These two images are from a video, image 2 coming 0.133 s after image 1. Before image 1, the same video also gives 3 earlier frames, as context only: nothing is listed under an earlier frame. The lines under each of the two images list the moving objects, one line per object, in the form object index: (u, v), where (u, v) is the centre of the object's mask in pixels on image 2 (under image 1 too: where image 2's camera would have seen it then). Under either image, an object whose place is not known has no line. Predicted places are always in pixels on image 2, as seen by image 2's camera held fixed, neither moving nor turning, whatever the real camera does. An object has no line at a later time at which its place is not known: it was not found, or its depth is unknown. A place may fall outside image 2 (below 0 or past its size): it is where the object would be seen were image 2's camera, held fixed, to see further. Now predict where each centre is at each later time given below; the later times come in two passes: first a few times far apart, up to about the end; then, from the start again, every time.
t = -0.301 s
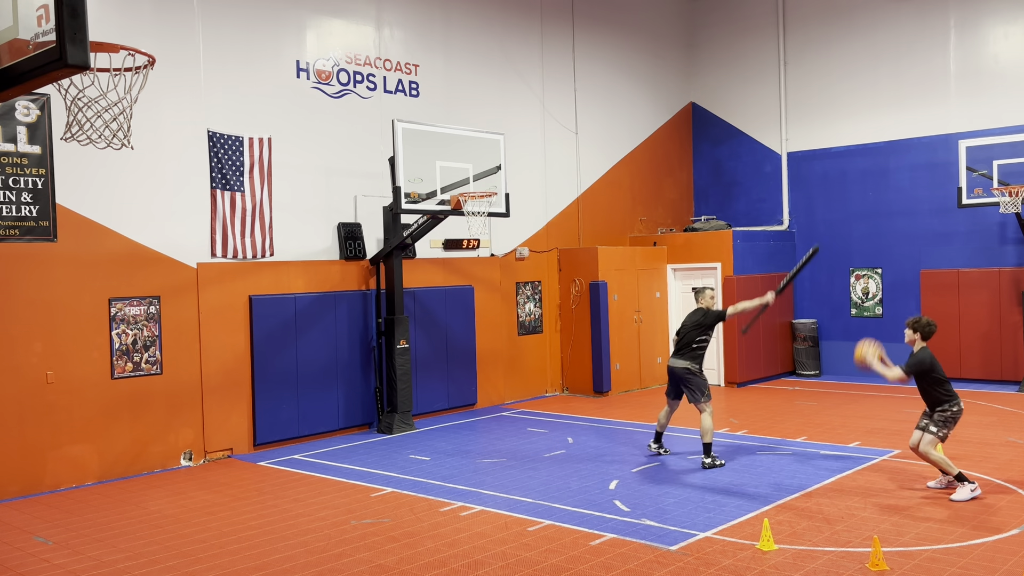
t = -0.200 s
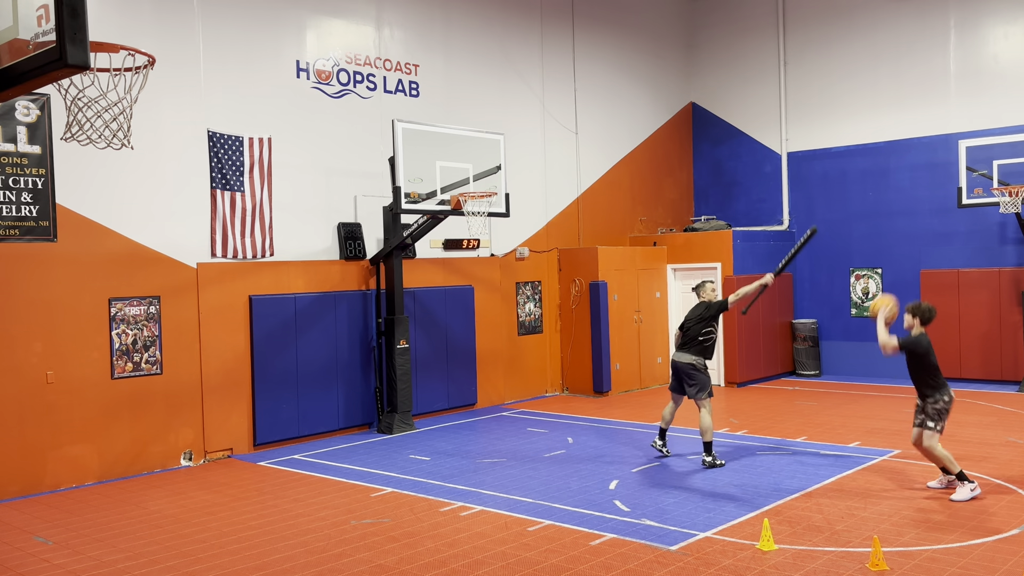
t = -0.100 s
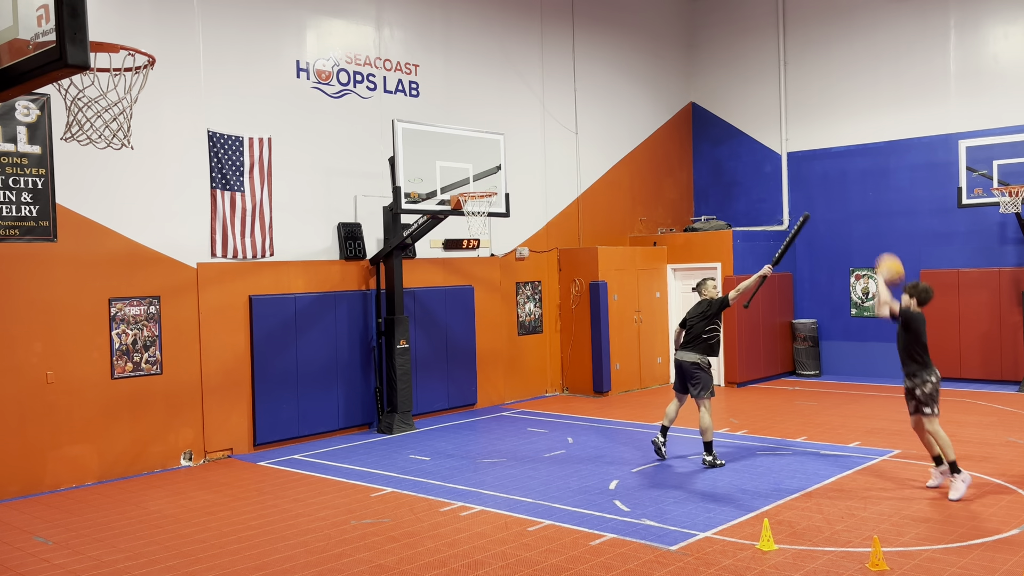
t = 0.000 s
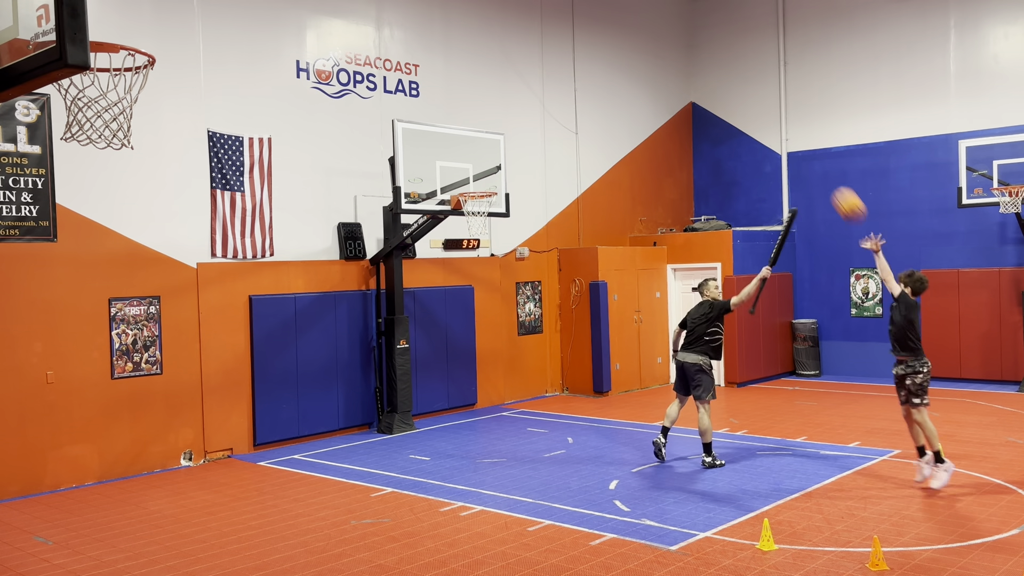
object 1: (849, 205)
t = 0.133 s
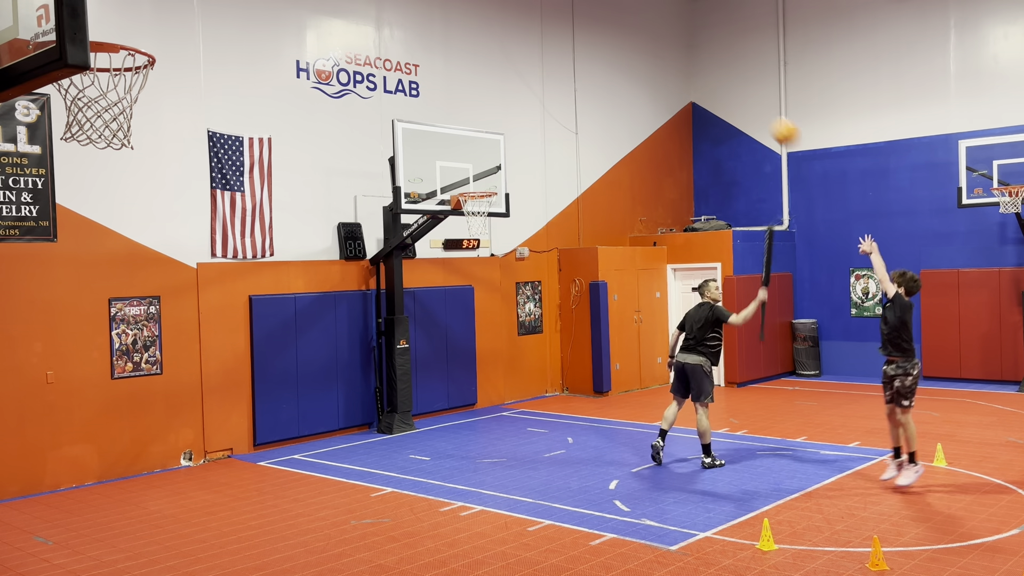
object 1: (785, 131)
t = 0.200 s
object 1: (756, 105)
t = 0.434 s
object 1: (664, 48)
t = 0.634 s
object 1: (596, 44)
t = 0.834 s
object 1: (537, 74)
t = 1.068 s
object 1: (475, 147)
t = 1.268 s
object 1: (452, 184)
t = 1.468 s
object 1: (457, 192)
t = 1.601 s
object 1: (462, 217)
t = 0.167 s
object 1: (770, 117)
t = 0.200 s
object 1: (756, 105)
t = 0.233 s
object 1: (742, 93)
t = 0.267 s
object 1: (728, 83)
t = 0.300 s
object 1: (715, 73)
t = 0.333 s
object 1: (702, 65)
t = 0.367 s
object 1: (689, 58)
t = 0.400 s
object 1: (676, 53)
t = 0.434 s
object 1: (664, 48)
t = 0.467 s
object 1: (653, 45)
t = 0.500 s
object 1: (641, 43)
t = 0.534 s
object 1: (629, 41)
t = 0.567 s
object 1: (618, 41)
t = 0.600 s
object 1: (607, 42)
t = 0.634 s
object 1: (596, 44)
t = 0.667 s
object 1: (586, 46)
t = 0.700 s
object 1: (576, 50)
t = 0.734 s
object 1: (565, 55)
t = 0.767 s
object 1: (556, 60)
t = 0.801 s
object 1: (546, 66)
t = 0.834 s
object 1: (537, 74)
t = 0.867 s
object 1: (528, 82)
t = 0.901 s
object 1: (518, 91)
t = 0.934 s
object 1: (509, 100)
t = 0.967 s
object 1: (501, 111)
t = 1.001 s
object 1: (492, 122)
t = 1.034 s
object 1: (483, 134)
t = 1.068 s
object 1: (475, 147)
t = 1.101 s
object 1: (467, 159)
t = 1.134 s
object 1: (459, 174)
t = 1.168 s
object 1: (451, 187)
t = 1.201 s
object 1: (450, 187)
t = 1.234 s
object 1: (451, 185)
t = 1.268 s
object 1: (452, 184)
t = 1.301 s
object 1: (453, 183)
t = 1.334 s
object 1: (453, 183)
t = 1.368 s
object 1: (454, 184)
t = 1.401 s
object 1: (456, 186)
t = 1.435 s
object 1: (456, 189)
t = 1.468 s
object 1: (457, 192)
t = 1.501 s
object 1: (458, 197)
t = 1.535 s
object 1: (460, 203)
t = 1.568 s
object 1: (461, 209)
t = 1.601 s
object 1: (462, 217)
